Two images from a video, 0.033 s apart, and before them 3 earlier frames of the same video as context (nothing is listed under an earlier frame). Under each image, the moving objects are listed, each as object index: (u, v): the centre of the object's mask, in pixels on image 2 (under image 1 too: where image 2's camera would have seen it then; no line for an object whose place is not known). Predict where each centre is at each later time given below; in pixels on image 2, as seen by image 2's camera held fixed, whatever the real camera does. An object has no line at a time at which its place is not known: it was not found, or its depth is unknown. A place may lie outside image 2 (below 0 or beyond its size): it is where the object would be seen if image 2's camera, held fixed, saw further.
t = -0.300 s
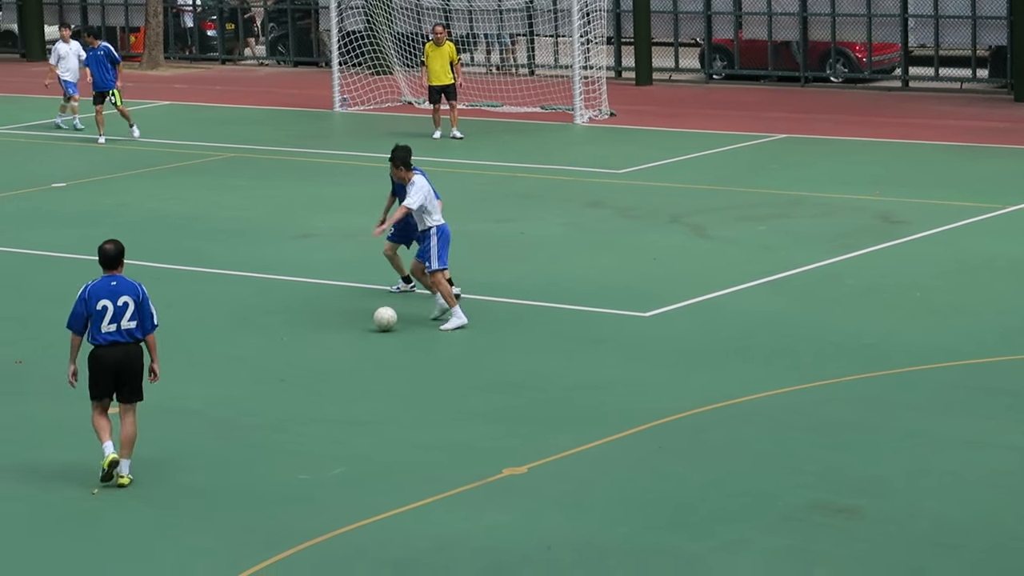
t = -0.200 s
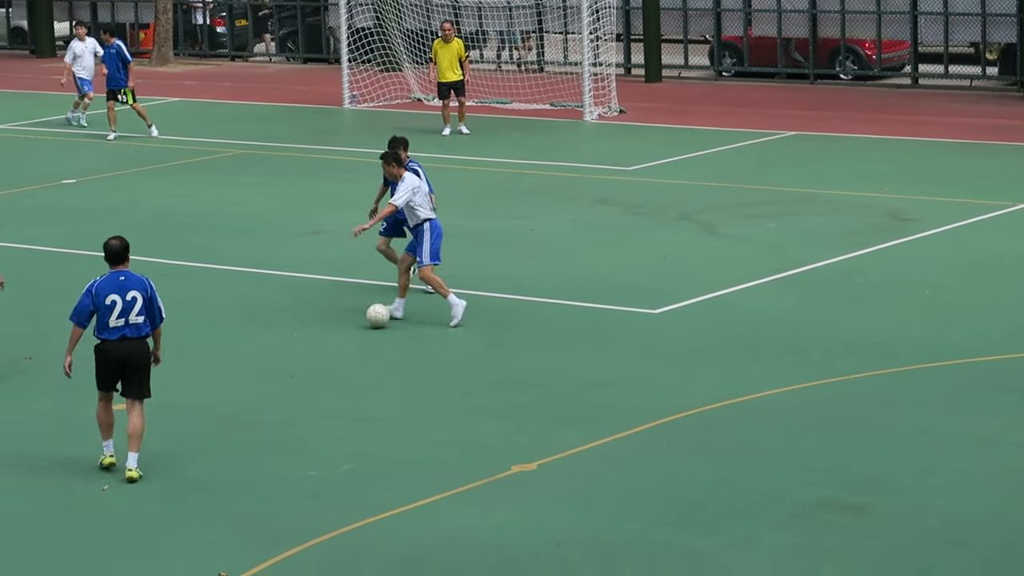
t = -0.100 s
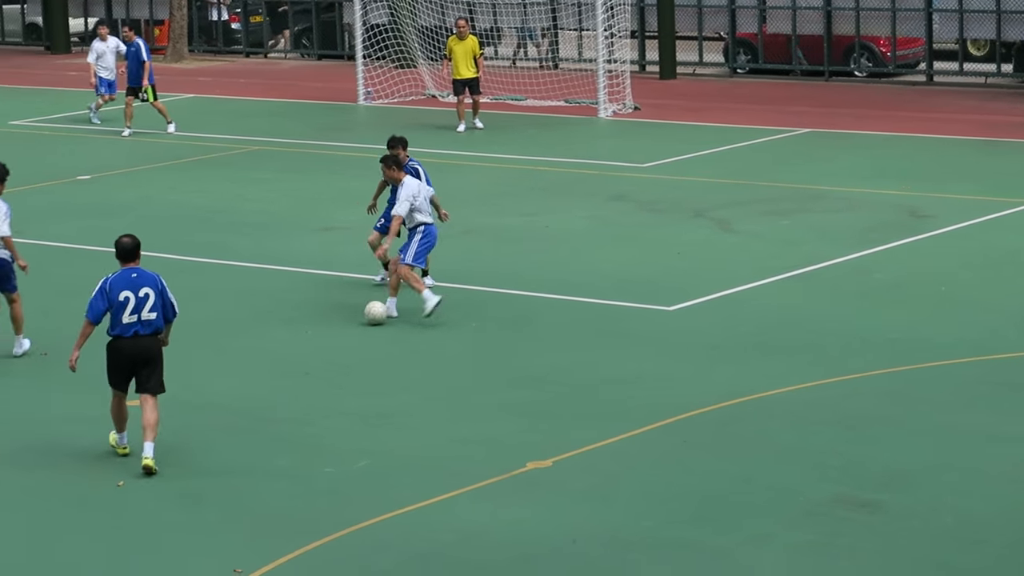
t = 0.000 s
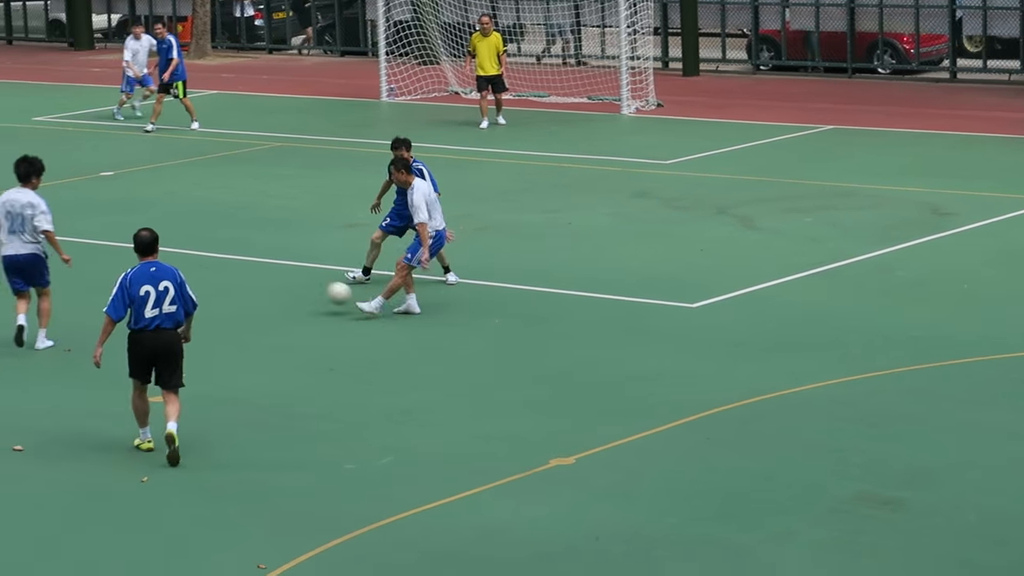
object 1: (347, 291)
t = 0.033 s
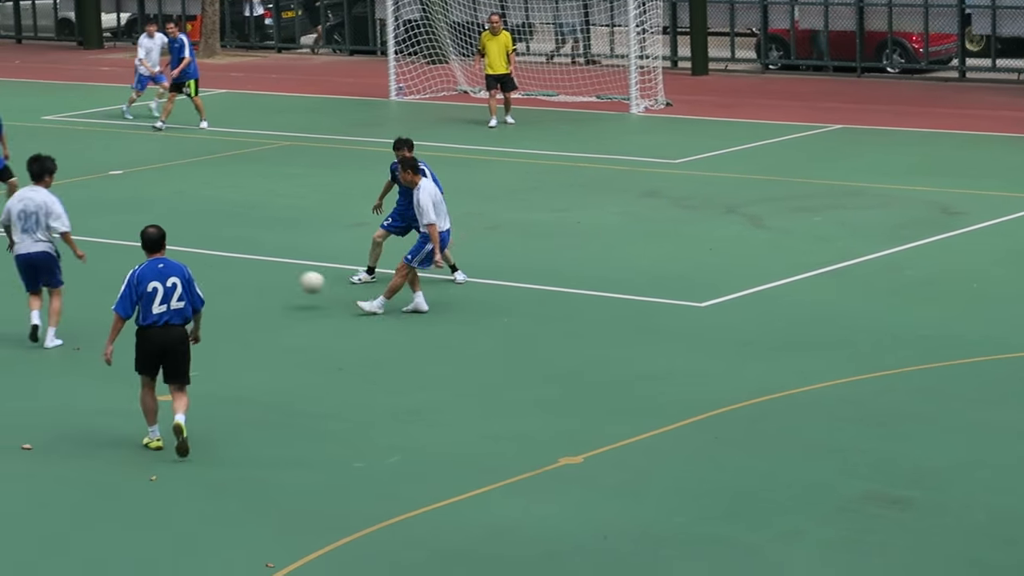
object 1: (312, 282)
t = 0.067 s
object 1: (278, 274)
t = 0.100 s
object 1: (244, 266)
